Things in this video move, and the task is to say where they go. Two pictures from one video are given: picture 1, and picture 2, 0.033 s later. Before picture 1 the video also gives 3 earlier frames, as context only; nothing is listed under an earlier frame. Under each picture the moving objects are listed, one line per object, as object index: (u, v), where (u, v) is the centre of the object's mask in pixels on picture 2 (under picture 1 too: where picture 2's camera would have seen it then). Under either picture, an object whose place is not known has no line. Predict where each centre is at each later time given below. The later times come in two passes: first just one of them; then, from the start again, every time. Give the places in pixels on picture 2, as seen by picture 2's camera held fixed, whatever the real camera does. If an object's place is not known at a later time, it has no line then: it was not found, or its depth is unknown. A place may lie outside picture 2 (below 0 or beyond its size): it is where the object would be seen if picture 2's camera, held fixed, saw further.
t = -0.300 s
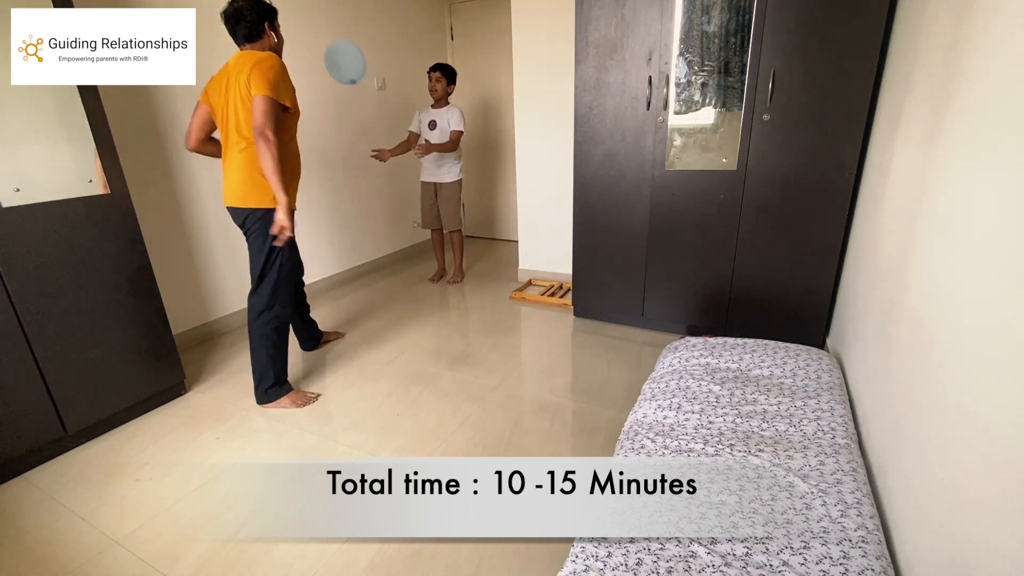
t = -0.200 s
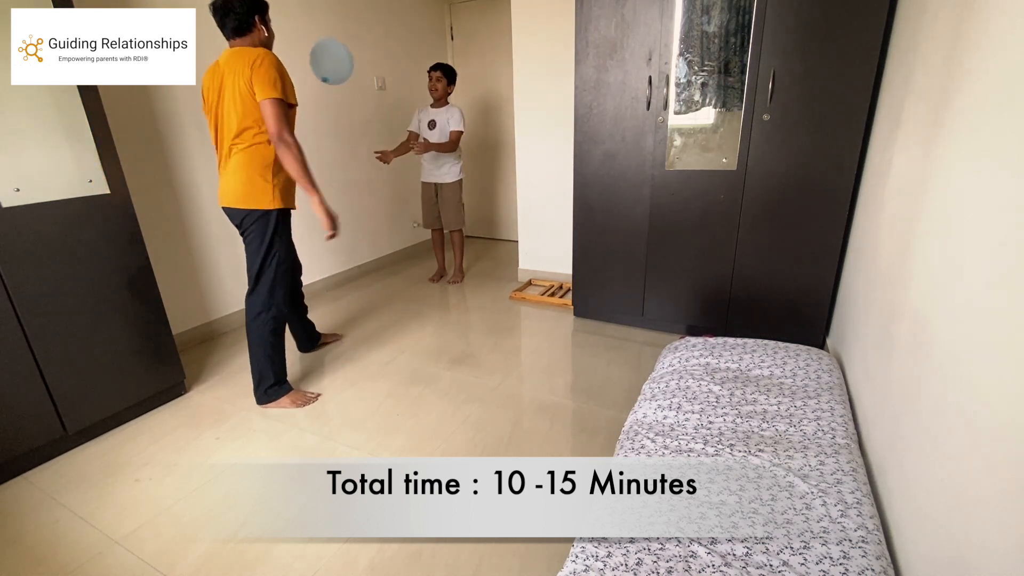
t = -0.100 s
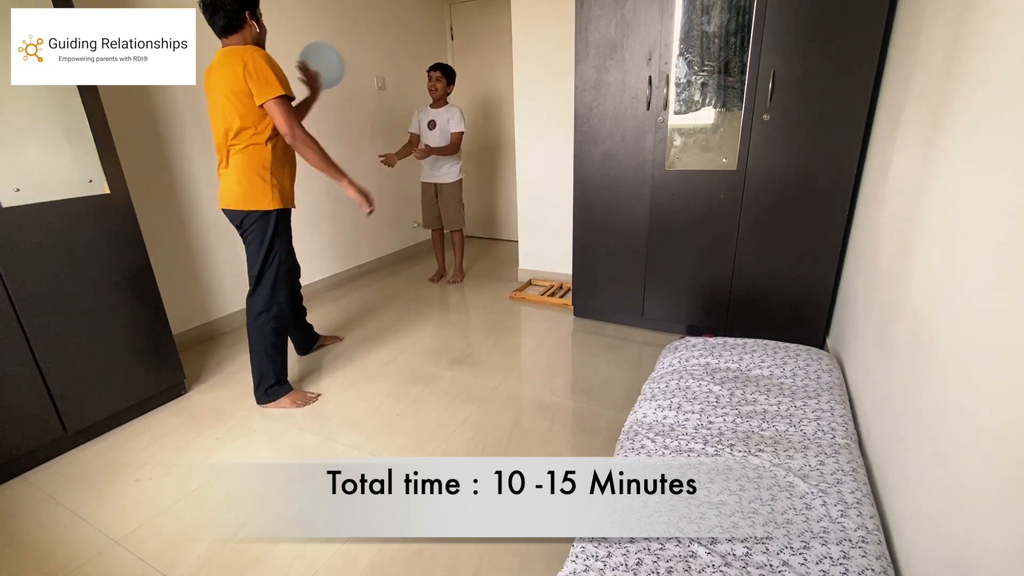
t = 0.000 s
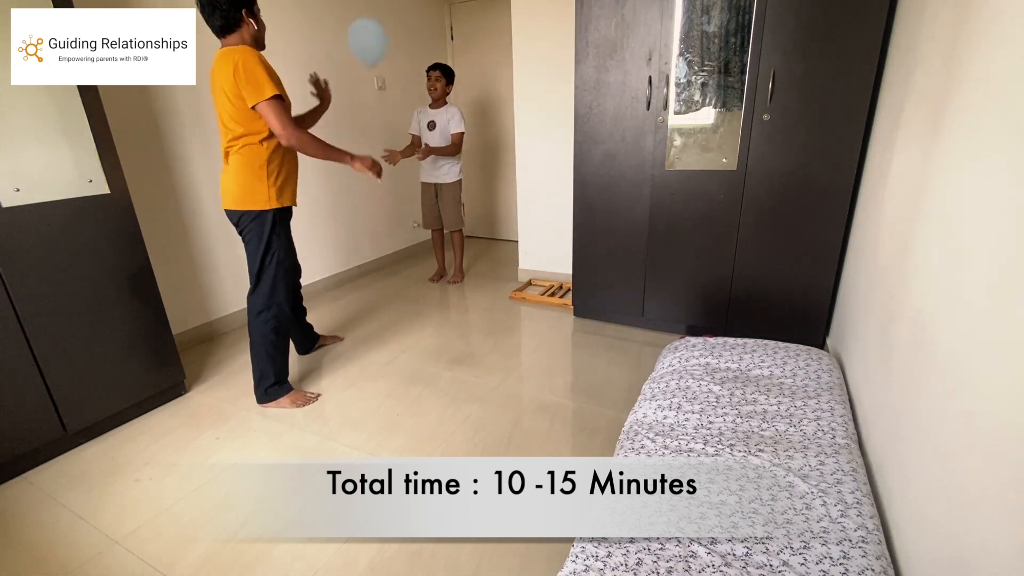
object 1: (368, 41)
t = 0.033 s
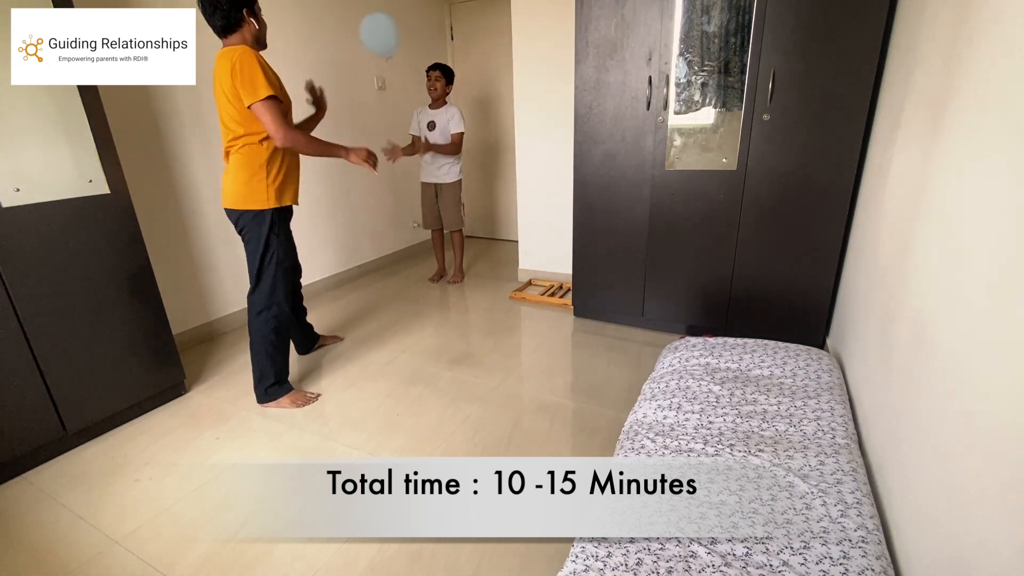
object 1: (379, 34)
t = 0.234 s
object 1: (431, 17)
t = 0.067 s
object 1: (390, 29)
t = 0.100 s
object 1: (400, 25)
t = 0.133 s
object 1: (408, 22)
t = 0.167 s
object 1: (417, 20)
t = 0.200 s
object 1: (424, 18)
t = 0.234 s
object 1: (431, 17)
